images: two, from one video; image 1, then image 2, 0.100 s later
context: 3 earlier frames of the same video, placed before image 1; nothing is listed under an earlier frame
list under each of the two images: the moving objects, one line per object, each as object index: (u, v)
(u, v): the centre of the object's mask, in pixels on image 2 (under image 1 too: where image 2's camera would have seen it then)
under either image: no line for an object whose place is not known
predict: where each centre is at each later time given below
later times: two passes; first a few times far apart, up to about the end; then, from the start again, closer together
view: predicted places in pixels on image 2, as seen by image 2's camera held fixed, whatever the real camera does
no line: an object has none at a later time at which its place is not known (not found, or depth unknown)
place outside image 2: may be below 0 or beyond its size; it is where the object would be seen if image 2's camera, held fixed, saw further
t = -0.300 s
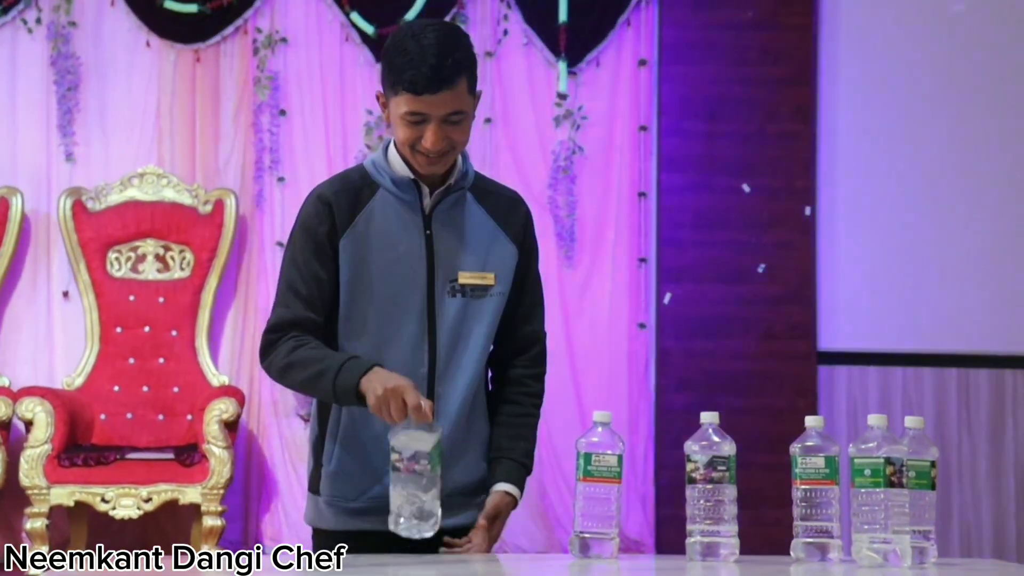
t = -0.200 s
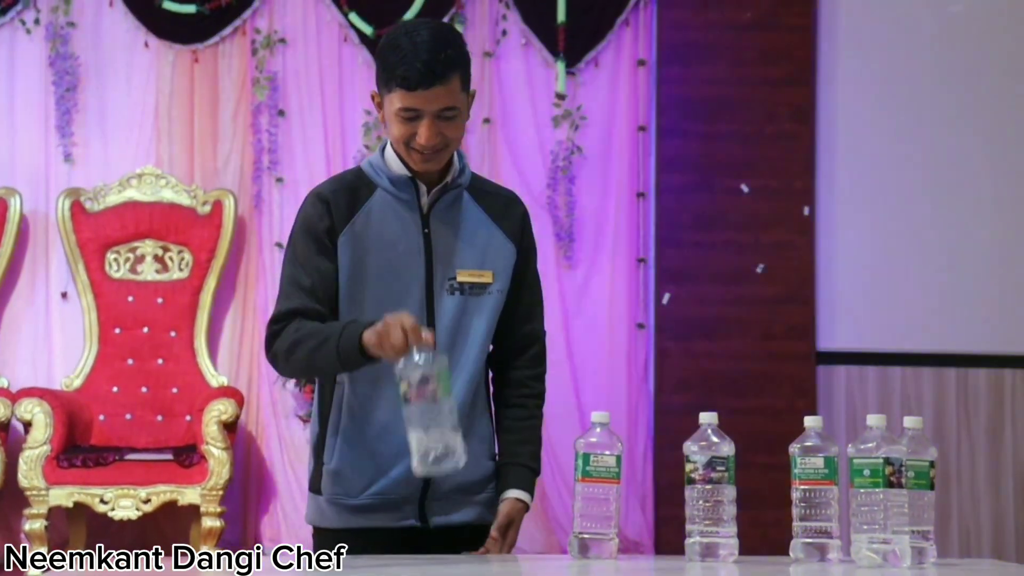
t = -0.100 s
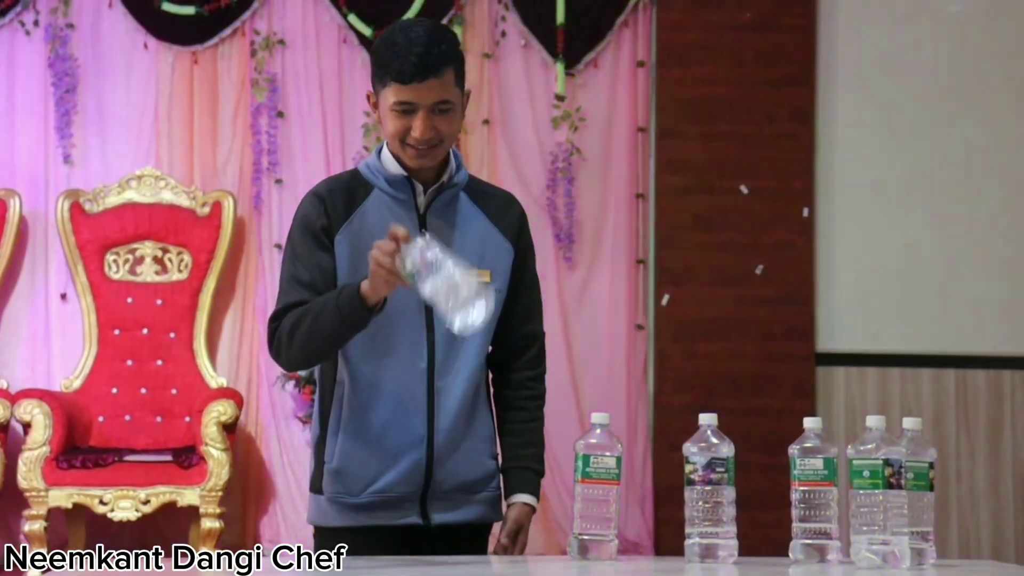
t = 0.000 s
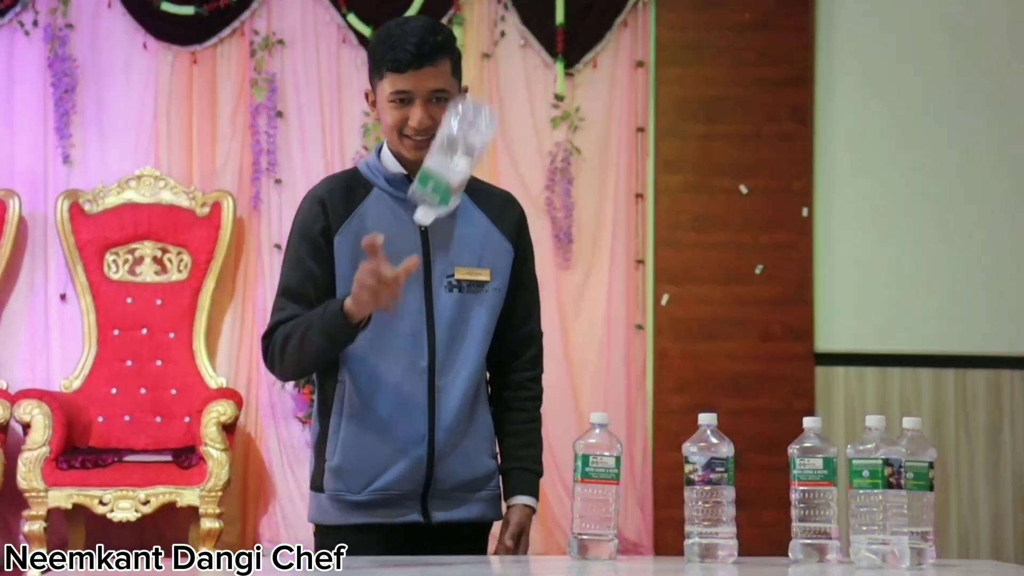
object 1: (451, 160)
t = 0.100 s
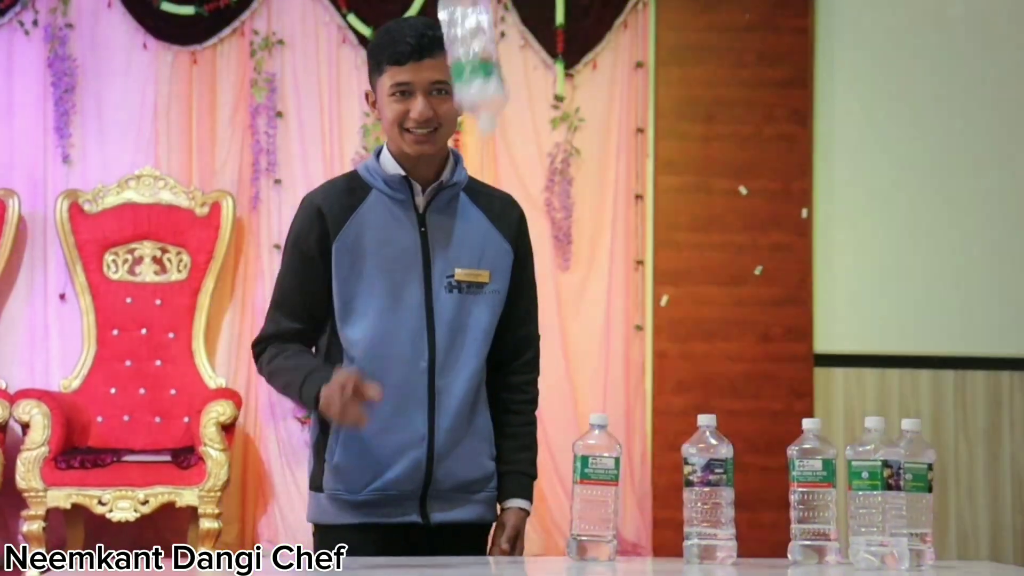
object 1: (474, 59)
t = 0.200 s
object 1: (504, 10)
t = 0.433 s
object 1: (484, 88)
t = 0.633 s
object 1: (479, 489)
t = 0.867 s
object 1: (453, 496)
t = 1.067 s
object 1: (454, 496)
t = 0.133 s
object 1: (483, 40)
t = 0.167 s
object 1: (498, 23)
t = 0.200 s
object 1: (504, 10)
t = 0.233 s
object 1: (496, 2)
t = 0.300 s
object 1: (467, 9)
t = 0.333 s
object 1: (471, 17)
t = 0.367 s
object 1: (477, 31)
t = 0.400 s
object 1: (483, 52)
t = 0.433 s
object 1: (484, 88)
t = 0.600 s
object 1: (480, 410)
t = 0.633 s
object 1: (479, 489)
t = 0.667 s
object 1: (475, 498)
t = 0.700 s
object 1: (470, 497)
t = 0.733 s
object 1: (466, 497)
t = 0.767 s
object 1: (462, 496)
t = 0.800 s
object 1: (460, 497)
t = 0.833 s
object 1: (457, 496)
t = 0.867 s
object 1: (453, 496)
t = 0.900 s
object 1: (452, 496)
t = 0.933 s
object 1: (452, 496)
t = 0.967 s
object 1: (453, 496)
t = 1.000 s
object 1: (454, 496)
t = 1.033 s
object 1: (455, 496)
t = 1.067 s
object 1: (454, 496)
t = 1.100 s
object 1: (453, 496)
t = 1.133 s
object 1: (452, 496)
